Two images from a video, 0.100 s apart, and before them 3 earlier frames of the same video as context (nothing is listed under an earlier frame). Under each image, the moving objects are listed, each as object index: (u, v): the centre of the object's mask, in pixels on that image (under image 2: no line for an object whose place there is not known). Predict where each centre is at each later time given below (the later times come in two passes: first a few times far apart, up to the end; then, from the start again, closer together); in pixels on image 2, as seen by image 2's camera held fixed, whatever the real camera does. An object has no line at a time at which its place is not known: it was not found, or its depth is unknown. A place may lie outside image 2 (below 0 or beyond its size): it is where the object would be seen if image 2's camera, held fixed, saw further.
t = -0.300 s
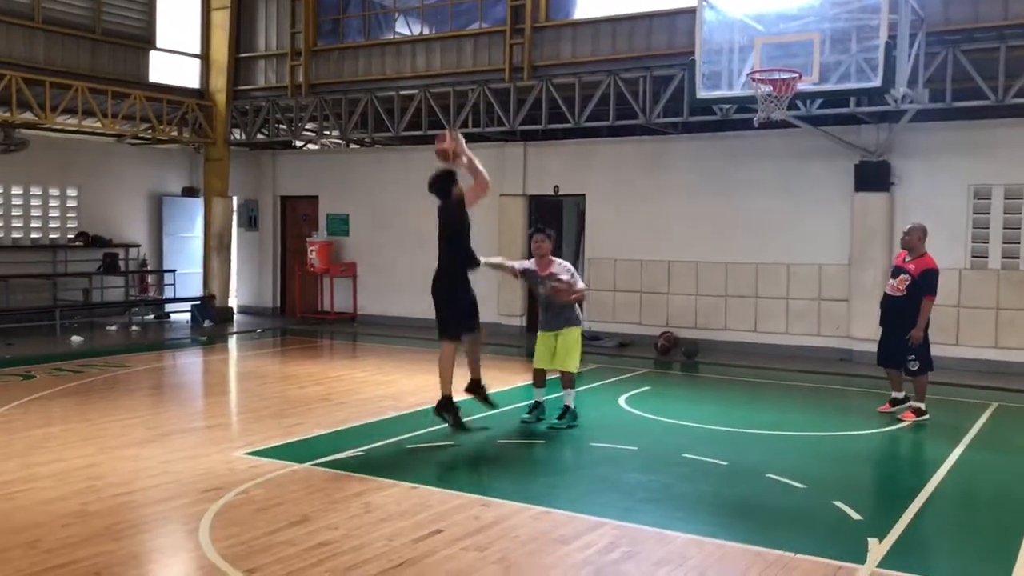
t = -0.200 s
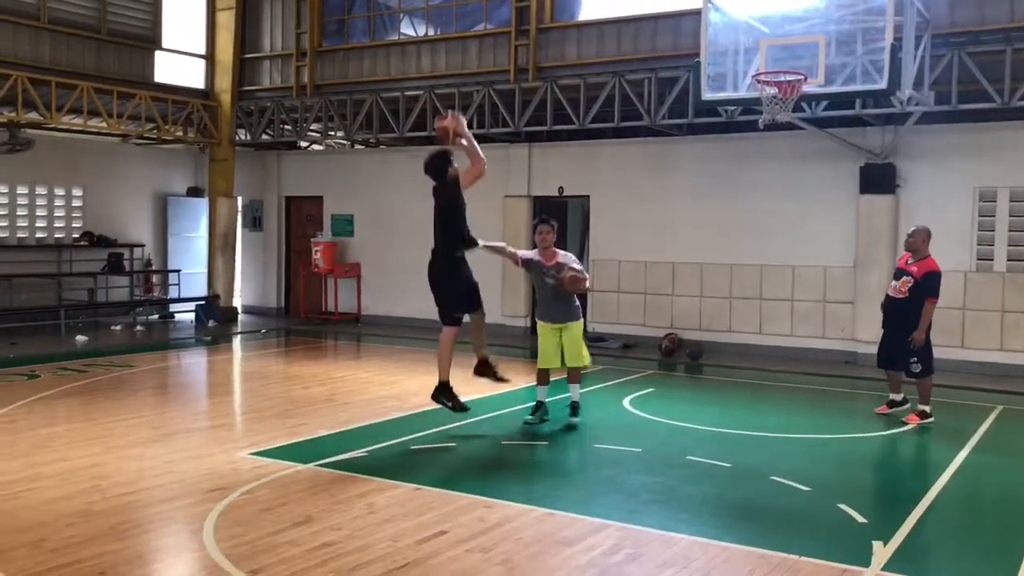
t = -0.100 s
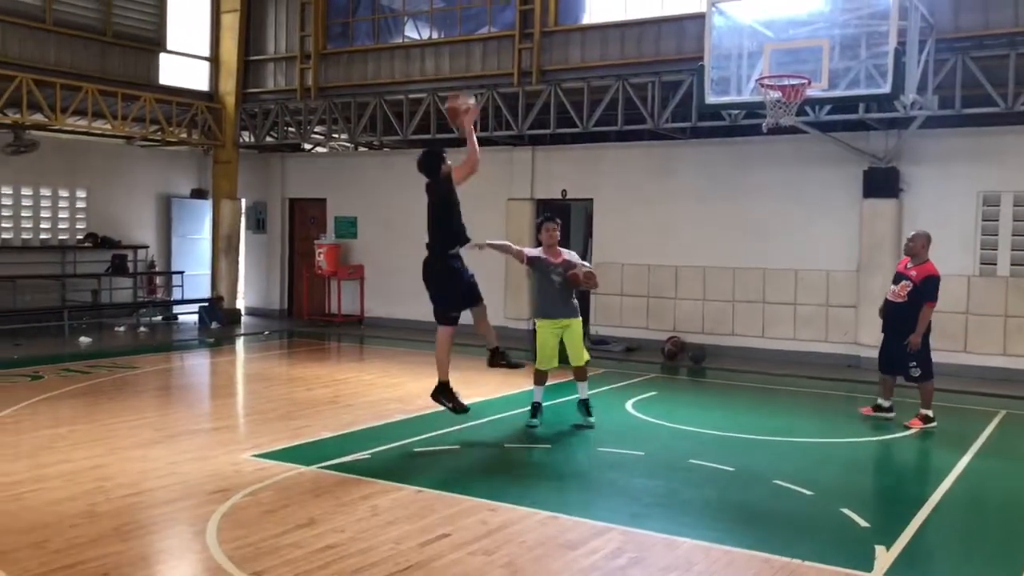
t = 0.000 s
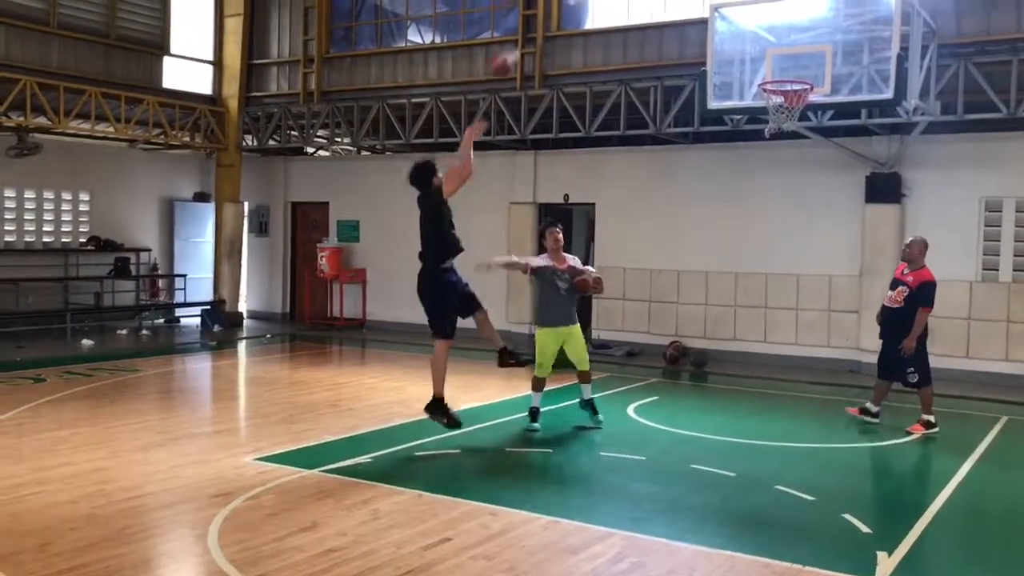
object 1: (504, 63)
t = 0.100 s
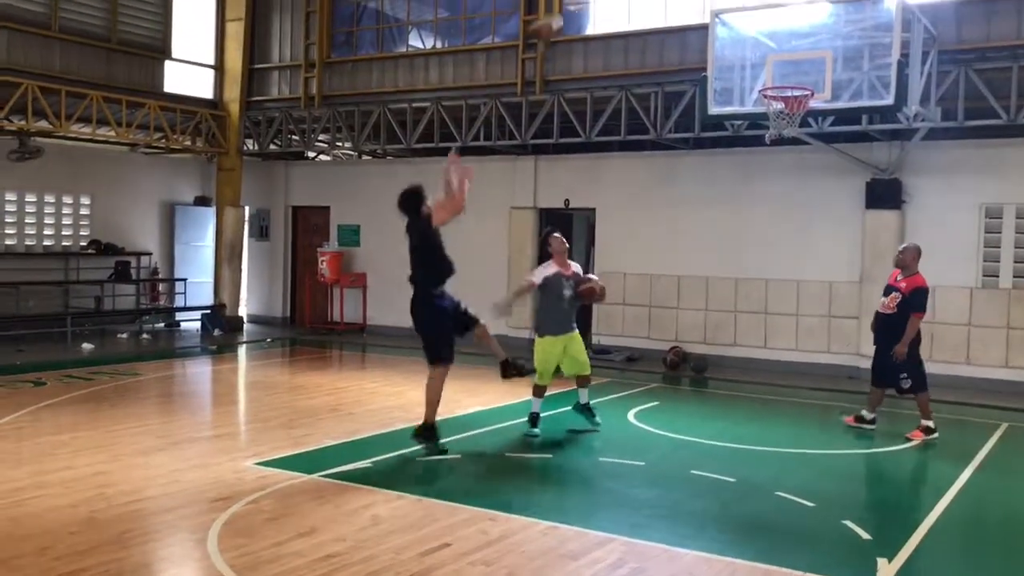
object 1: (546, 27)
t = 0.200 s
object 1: (583, 3)
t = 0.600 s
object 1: (722, 14)
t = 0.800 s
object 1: (781, 83)
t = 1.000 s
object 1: (794, 111)
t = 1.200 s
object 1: (781, 121)
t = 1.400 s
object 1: (776, 149)
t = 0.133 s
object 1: (559, 16)
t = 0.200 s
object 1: (583, 3)
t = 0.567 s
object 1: (712, 5)
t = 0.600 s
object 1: (722, 14)
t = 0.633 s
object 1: (733, 23)
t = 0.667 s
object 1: (743, 32)
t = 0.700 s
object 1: (752, 42)
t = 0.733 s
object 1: (762, 54)
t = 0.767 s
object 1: (772, 69)
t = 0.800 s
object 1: (781, 83)
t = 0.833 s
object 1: (789, 100)
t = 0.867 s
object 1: (801, 107)
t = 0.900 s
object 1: (796, 114)
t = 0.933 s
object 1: (799, 112)
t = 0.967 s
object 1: (799, 110)
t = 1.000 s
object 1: (794, 111)
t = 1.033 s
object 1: (792, 111)
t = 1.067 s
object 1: (792, 111)
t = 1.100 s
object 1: (791, 110)
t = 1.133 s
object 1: (789, 112)
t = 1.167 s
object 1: (788, 113)
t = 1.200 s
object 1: (781, 121)
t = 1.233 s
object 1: (784, 122)
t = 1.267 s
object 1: (774, 127)
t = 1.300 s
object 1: (773, 132)
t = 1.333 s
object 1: (776, 139)
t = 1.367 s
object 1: (777, 142)
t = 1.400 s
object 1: (776, 149)
